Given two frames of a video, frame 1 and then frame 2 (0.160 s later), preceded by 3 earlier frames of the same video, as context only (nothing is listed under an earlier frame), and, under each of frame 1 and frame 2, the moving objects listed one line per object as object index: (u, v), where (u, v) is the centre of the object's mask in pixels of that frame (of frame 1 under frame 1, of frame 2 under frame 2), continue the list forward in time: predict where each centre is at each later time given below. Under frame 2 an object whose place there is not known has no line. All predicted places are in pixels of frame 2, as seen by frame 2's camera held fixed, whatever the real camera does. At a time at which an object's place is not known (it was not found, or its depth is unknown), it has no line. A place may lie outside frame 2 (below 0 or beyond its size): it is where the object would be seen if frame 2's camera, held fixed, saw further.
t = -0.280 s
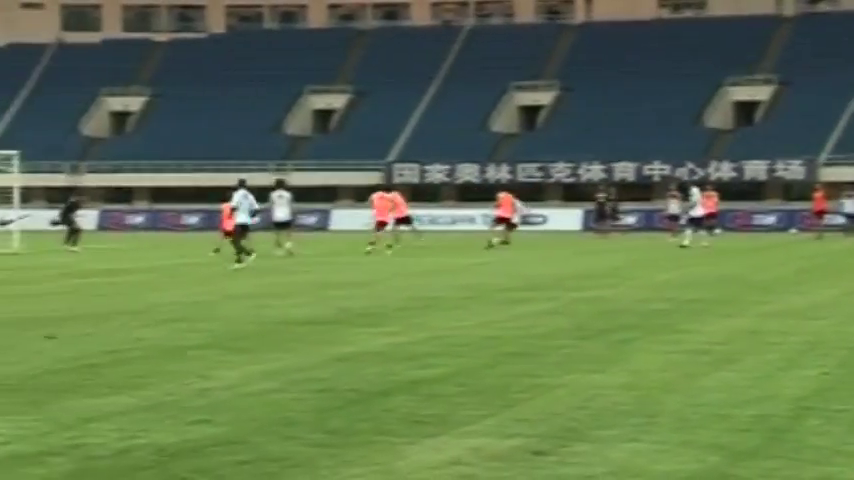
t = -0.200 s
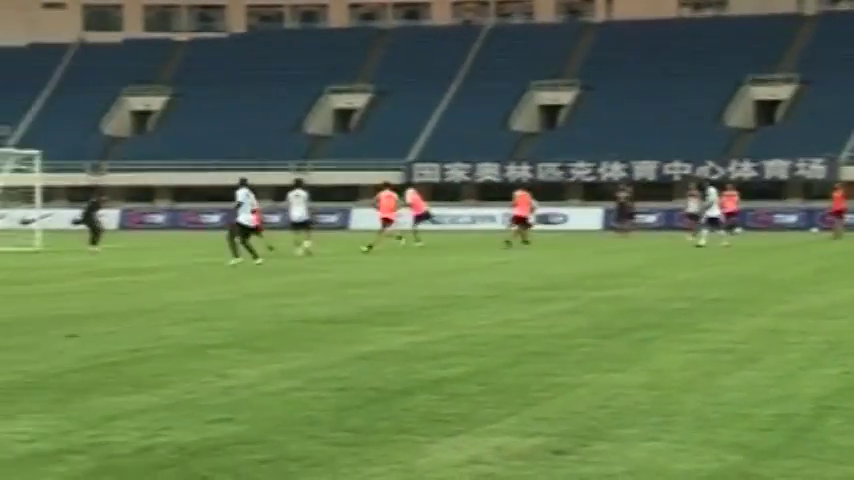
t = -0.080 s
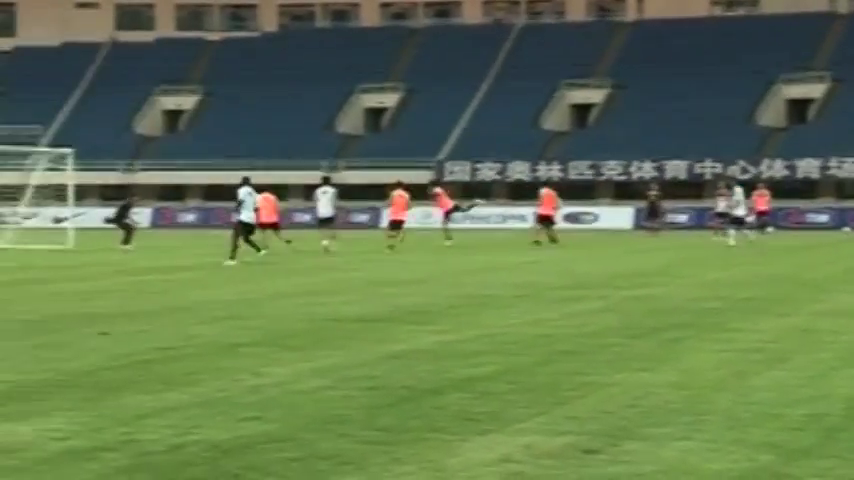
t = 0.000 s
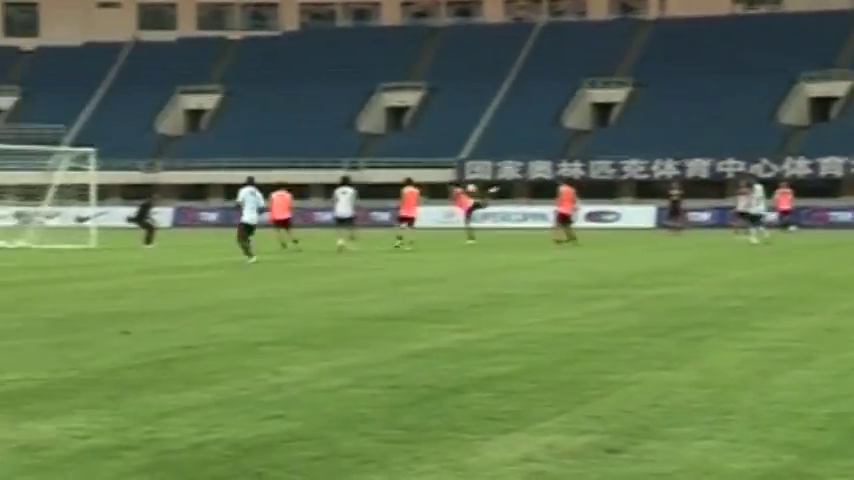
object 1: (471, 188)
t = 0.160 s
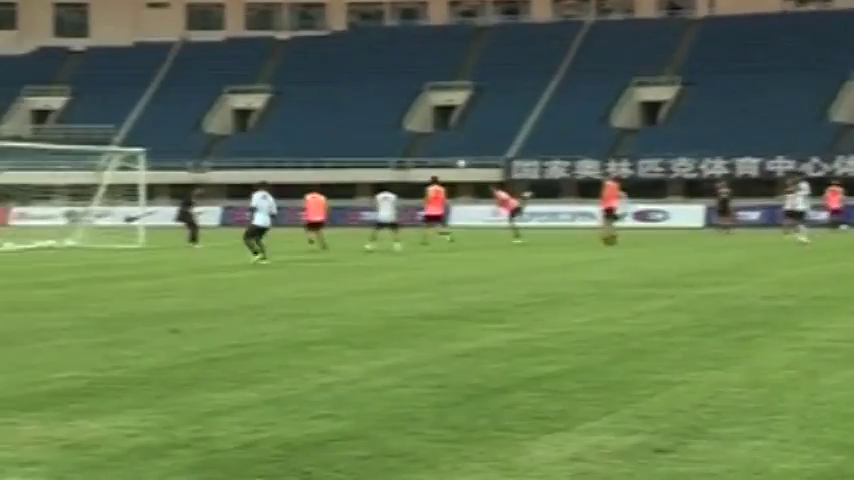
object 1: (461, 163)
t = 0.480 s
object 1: (342, 137)
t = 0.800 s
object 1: (217, 144)
